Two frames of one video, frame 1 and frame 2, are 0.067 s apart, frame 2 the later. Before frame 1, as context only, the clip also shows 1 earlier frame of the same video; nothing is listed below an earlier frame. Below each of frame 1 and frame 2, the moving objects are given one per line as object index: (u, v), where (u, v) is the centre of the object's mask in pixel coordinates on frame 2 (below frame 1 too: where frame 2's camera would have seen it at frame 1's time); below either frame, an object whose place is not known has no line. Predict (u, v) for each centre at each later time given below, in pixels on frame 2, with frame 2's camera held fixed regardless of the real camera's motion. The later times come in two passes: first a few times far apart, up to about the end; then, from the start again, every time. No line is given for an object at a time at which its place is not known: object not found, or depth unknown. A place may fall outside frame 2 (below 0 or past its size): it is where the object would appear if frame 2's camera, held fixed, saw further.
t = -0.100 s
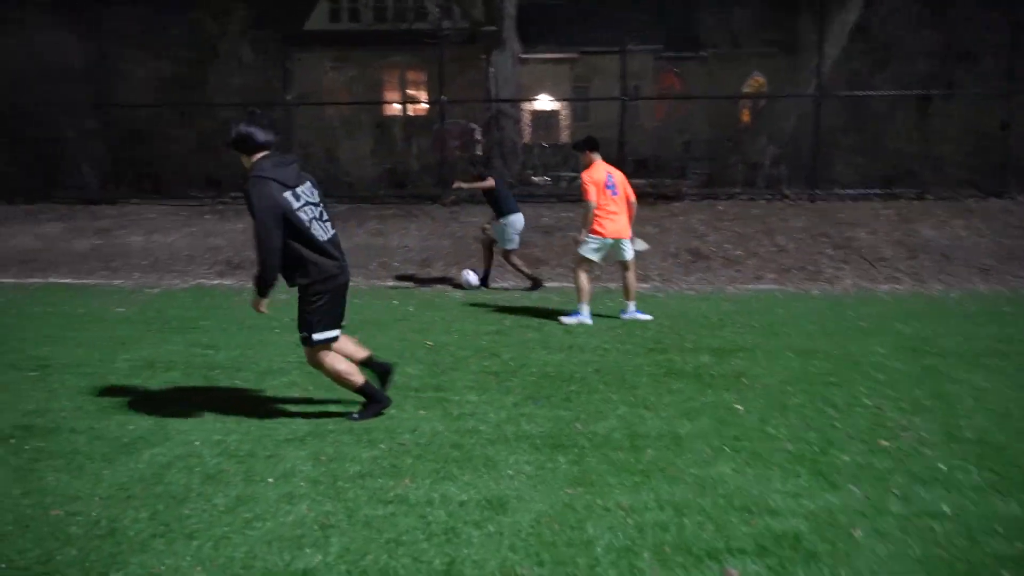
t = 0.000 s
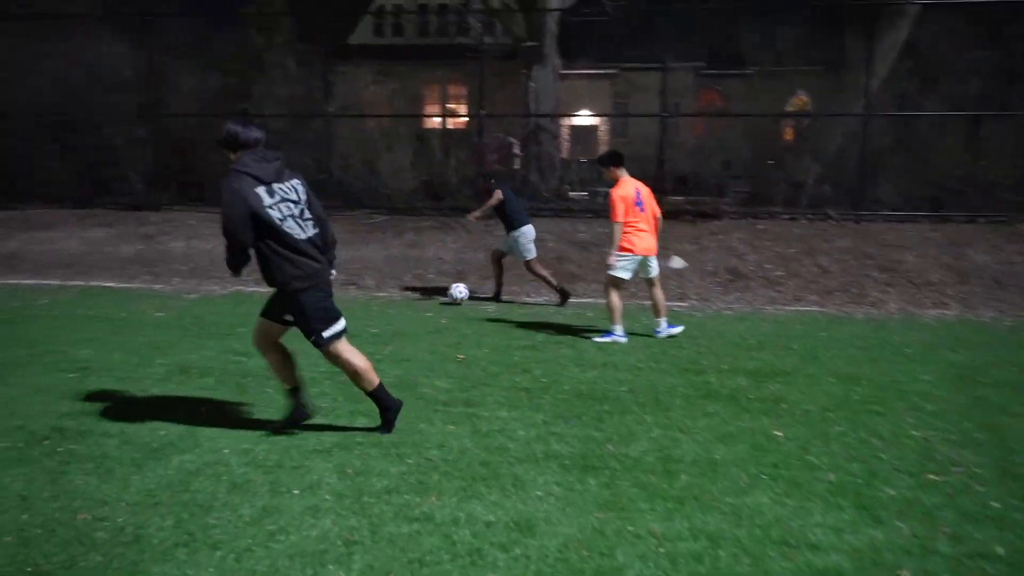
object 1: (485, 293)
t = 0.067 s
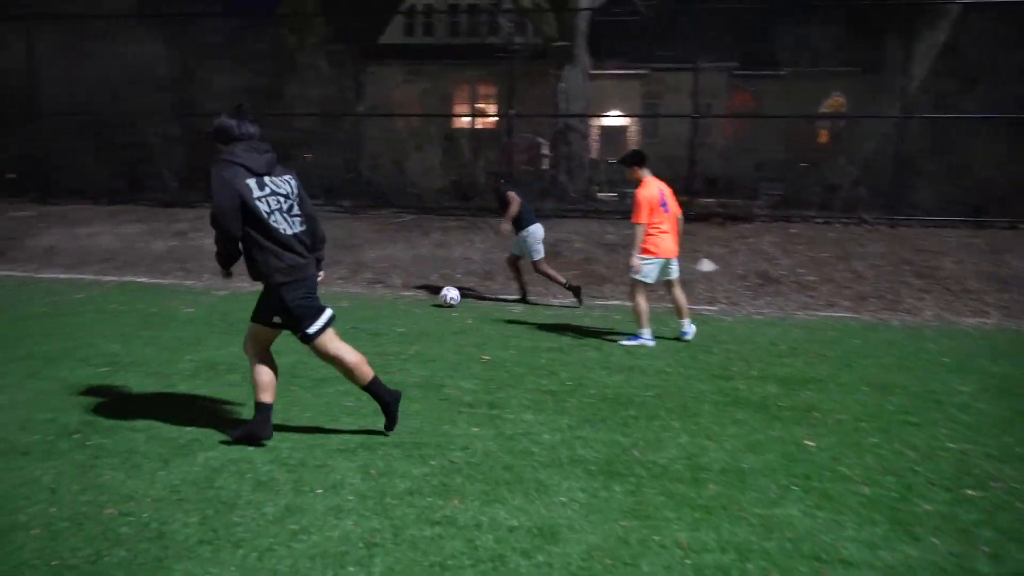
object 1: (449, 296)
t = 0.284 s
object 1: (343, 299)
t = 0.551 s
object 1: (234, 301)
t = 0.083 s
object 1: (441, 297)
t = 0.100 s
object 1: (433, 297)
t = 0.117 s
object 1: (424, 297)
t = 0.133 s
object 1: (416, 298)
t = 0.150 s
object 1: (408, 298)
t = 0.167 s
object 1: (399, 298)
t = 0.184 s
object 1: (391, 299)
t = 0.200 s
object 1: (383, 299)
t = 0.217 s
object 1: (375, 299)
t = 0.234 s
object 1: (367, 299)
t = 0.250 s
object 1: (359, 299)
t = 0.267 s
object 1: (351, 299)
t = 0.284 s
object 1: (343, 299)
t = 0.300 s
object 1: (336, 299)
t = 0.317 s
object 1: (329, 298)
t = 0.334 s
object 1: (322, 297)
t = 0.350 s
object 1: (315, 297)
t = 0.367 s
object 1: (309, 297)
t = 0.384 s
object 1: (301, 297)
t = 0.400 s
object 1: (295, 297)
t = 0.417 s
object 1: (287, 297)
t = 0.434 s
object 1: (281, 298)
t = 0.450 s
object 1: (273, 300)
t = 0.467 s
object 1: (267, 301)
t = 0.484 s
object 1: (259, 302)
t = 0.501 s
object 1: (253, 302)
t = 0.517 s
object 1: (246, 301)
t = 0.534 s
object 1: (239, 301)
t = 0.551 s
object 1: (234, 301)
